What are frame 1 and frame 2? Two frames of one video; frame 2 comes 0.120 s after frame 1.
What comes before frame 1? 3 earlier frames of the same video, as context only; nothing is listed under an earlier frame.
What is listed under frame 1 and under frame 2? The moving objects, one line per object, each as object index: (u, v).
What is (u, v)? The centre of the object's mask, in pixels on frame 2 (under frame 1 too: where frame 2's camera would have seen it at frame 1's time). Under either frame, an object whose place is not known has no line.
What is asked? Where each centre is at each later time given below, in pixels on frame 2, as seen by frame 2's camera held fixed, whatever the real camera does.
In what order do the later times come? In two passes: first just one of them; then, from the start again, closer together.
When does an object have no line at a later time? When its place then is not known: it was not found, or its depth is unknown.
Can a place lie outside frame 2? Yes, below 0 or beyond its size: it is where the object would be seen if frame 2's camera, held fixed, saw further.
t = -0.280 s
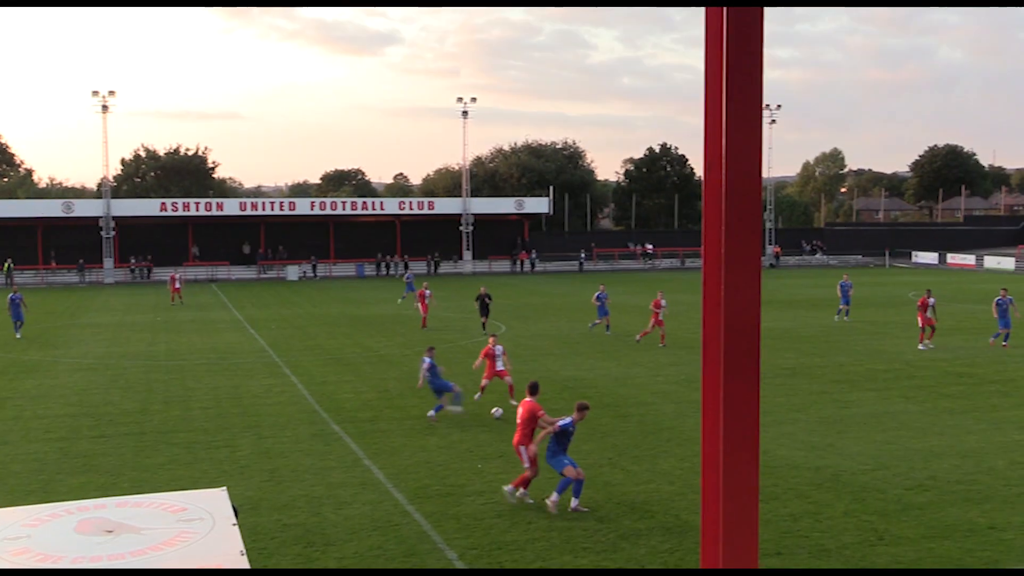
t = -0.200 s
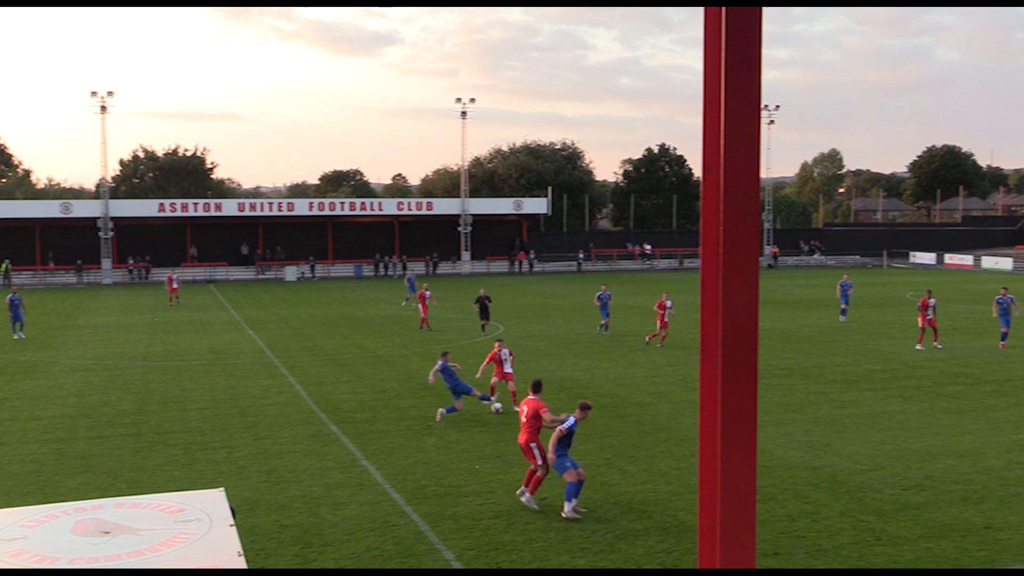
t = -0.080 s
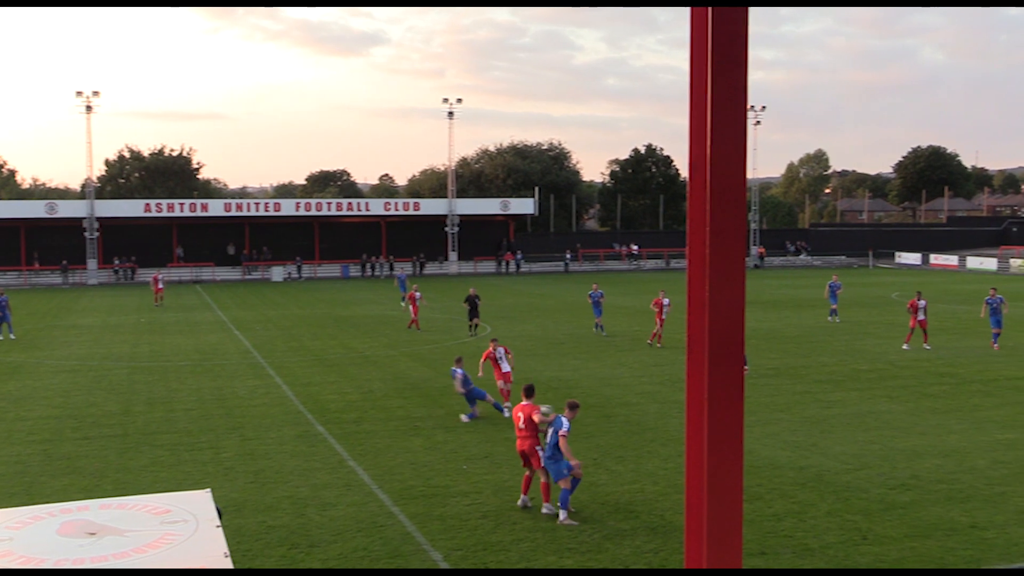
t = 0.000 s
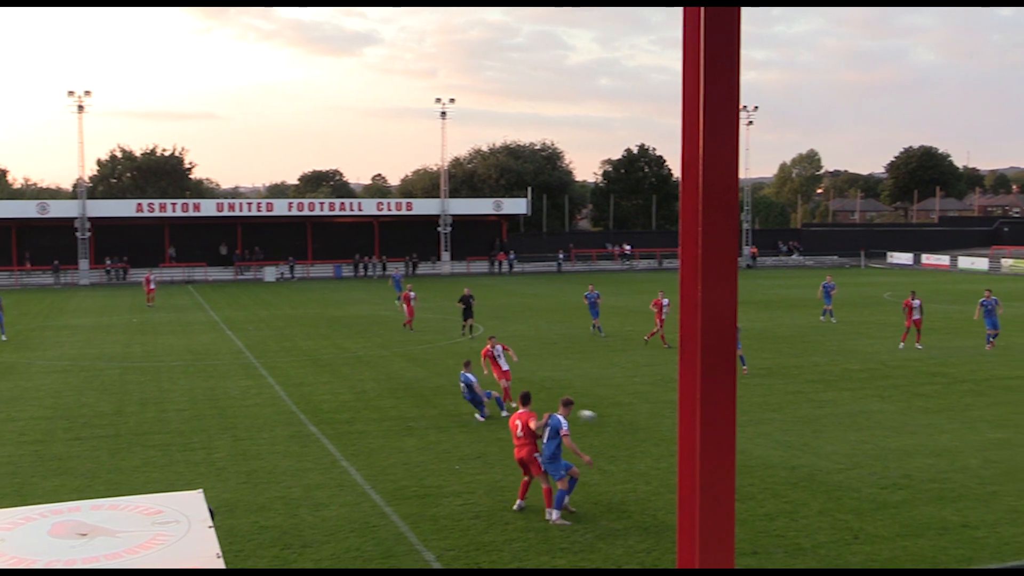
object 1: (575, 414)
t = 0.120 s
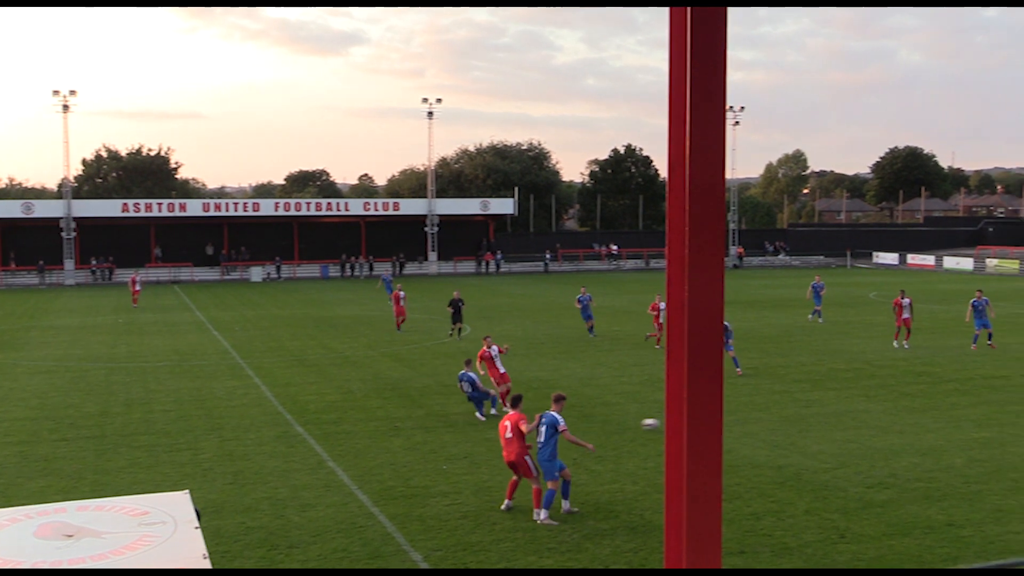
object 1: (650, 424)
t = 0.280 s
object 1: (746, 427)
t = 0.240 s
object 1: (725, 424)
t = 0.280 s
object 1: (746, 427)
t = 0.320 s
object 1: (770, 430)
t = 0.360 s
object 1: (795, 435)
